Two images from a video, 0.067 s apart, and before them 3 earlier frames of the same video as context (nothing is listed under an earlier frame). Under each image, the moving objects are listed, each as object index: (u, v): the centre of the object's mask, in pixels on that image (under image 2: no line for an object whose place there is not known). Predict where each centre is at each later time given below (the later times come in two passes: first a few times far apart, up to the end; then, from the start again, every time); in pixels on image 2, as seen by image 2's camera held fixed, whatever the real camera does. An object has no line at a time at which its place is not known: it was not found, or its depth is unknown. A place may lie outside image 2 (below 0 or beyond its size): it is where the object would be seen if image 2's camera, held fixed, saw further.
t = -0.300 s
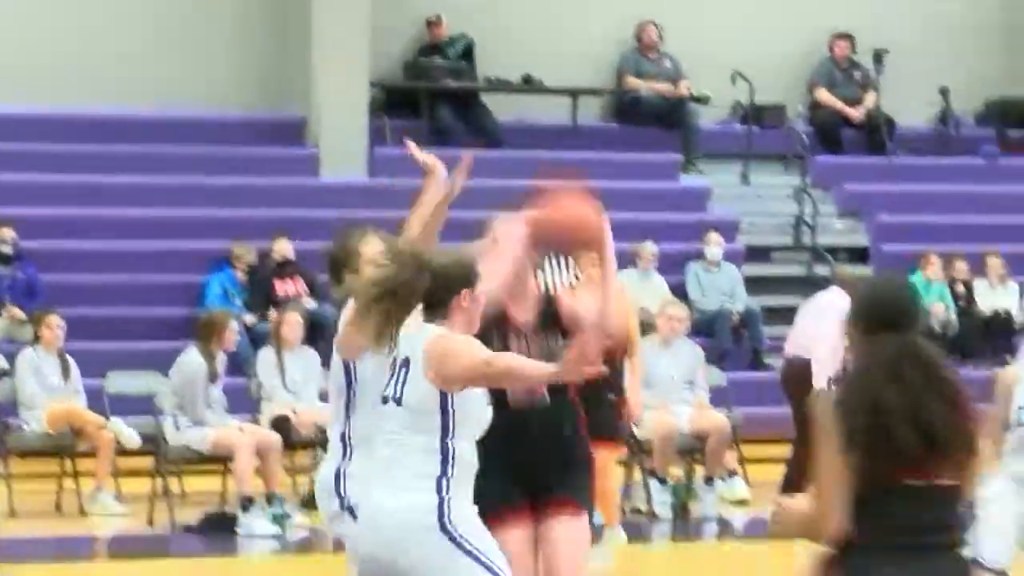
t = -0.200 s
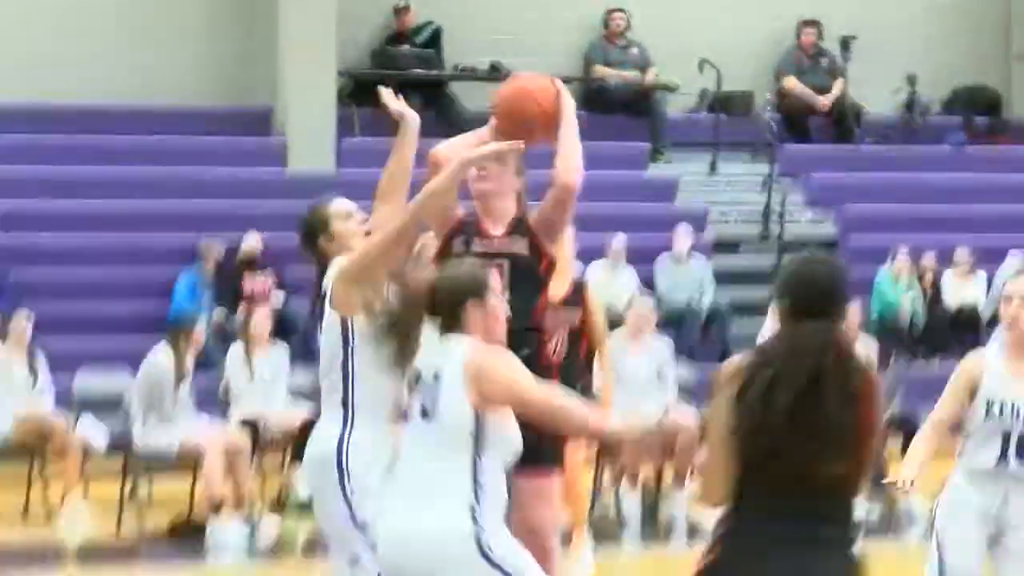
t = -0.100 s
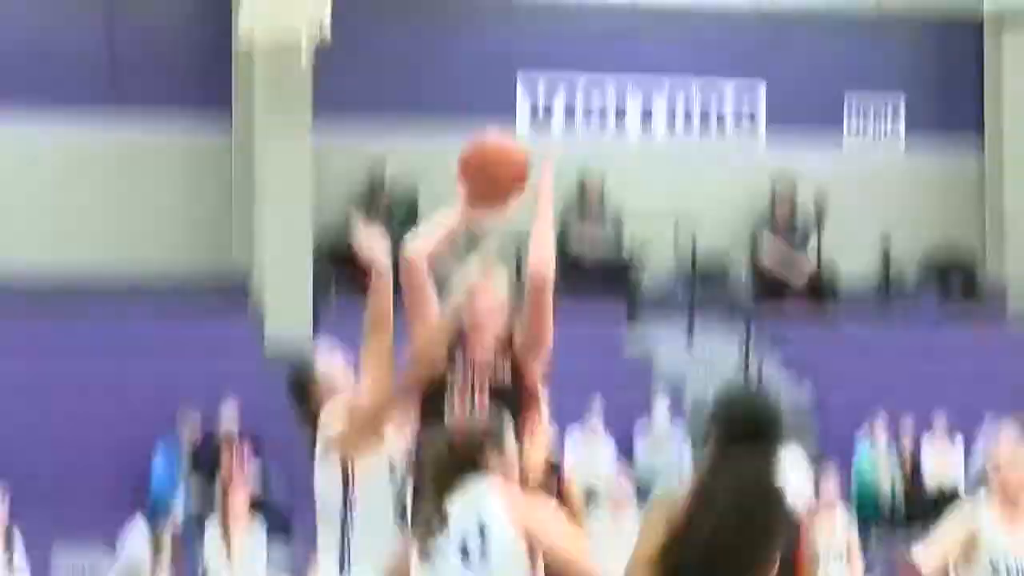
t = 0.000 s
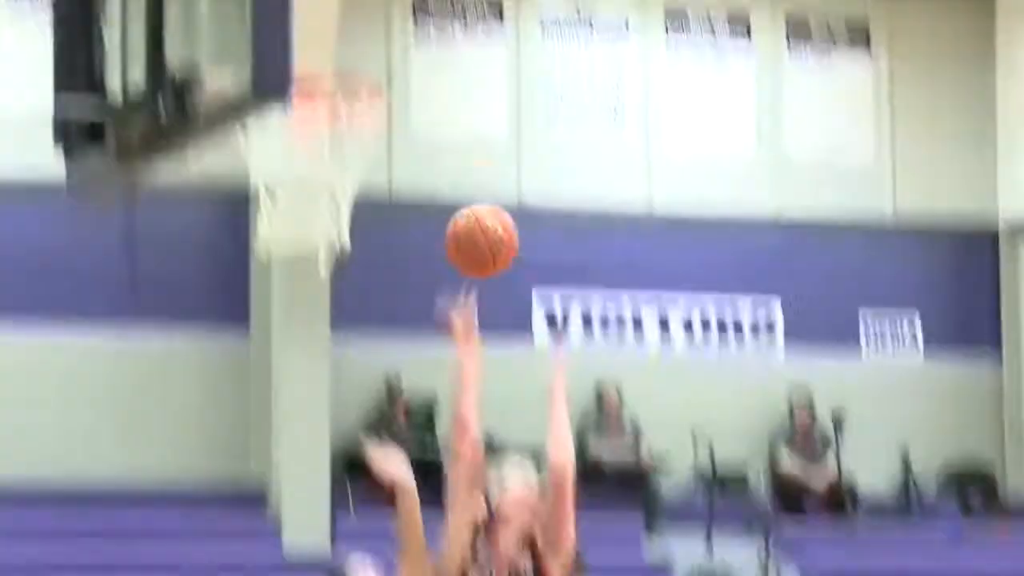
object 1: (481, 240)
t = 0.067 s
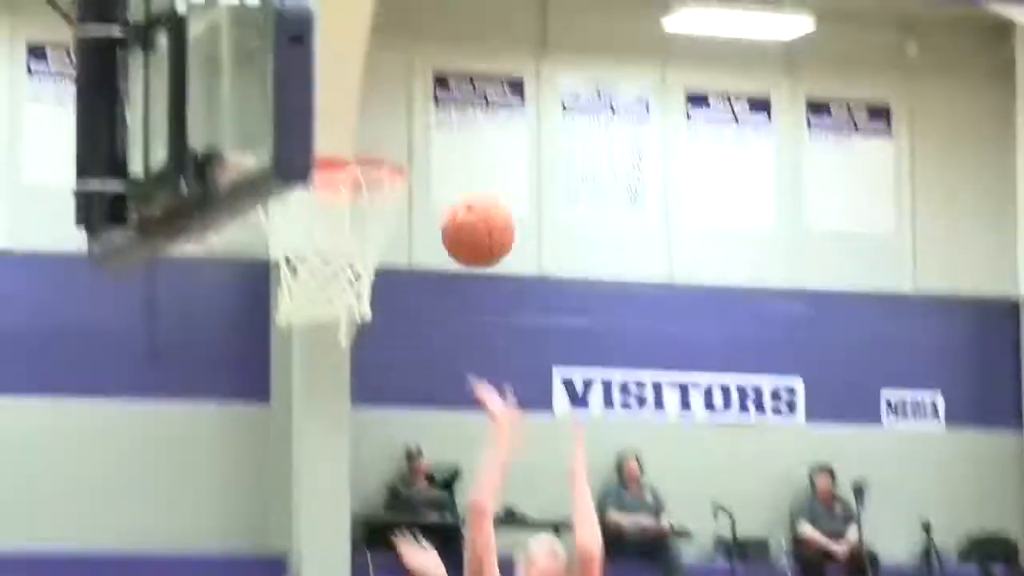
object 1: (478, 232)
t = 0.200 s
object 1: (431, 108)
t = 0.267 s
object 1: (407, 69)
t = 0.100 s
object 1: (466, 196)
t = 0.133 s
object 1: (455, 163)
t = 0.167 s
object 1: (443, 134)
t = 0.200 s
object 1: (431, 108)
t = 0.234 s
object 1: (420, 86)
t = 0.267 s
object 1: (407, 69)
